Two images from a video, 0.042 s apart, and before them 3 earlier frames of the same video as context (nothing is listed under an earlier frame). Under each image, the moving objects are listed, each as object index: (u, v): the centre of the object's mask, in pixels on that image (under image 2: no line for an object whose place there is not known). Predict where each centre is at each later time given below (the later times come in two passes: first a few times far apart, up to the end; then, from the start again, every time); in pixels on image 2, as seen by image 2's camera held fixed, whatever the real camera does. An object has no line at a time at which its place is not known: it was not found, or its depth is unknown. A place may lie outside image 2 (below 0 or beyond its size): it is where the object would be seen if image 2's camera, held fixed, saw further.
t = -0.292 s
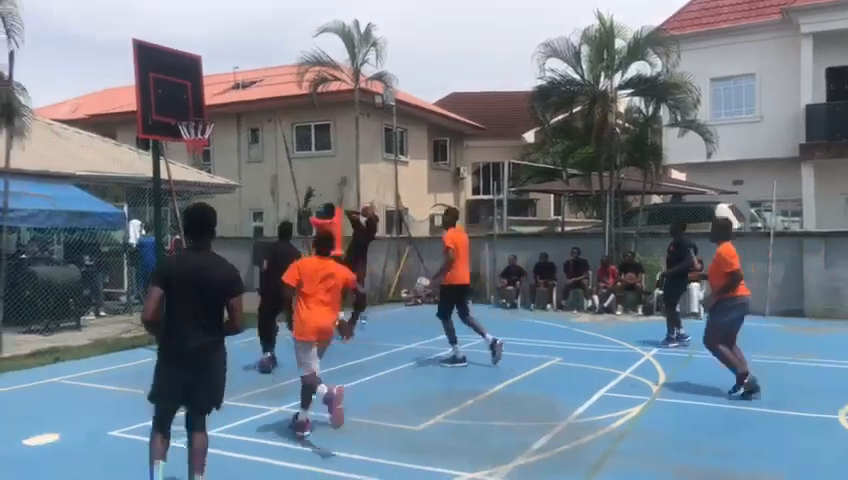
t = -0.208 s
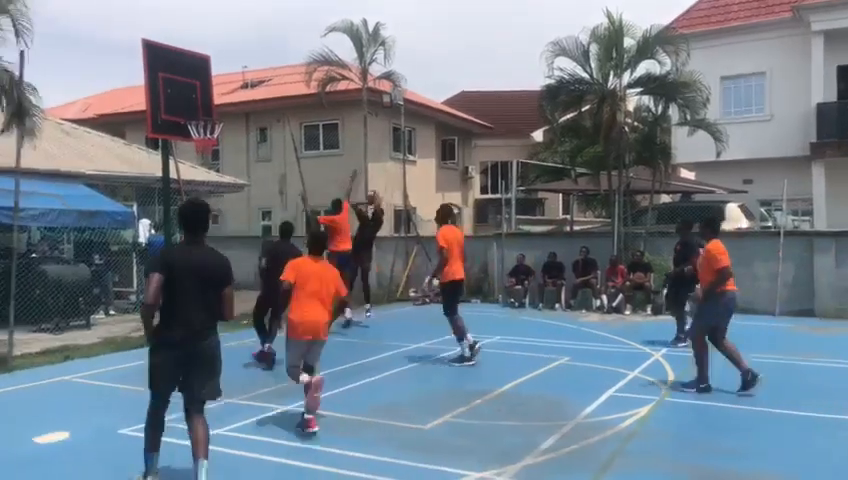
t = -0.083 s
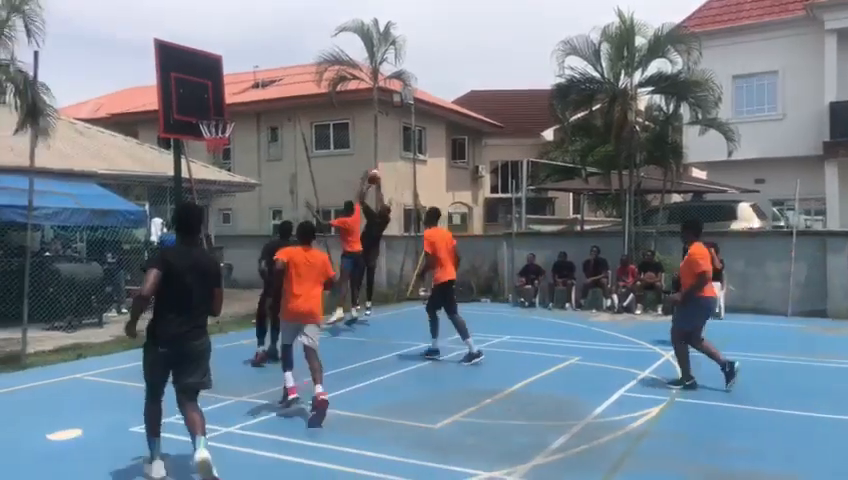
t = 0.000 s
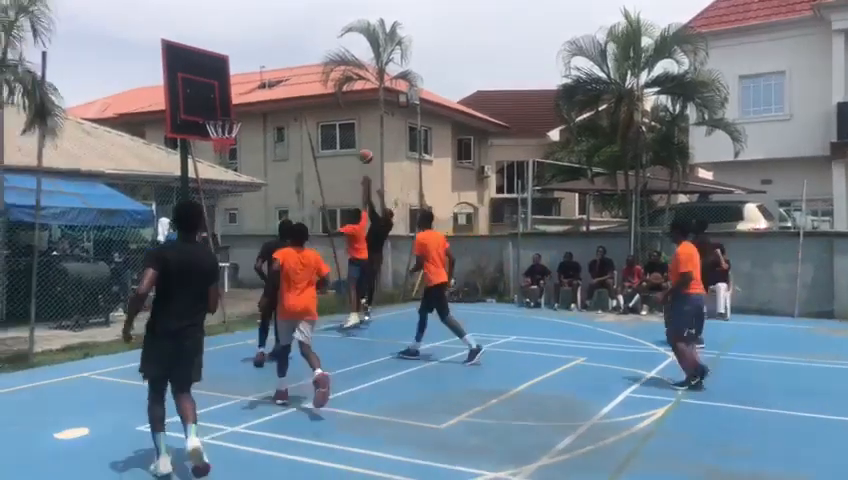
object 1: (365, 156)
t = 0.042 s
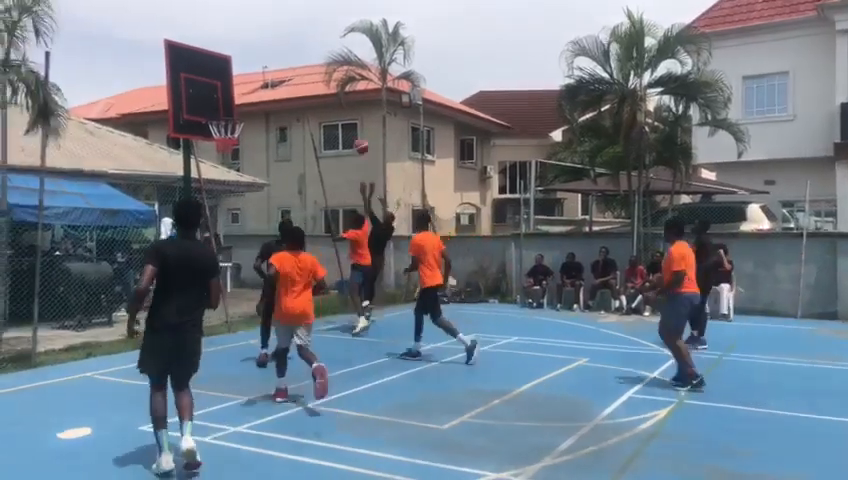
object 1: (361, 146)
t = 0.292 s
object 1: (313, 99)
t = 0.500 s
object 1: (267, 91)
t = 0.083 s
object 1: (353, 136)
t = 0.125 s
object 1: (346, 127)
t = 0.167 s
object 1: (337, 119)
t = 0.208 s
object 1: (330, 113)
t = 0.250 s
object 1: (322, 105)
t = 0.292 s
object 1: (313, 99)
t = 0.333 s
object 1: (304, 95)
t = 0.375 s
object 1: (294, 93)
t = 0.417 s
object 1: (286, 91)
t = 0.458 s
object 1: (277, 91)
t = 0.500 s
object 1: (267, 91)
